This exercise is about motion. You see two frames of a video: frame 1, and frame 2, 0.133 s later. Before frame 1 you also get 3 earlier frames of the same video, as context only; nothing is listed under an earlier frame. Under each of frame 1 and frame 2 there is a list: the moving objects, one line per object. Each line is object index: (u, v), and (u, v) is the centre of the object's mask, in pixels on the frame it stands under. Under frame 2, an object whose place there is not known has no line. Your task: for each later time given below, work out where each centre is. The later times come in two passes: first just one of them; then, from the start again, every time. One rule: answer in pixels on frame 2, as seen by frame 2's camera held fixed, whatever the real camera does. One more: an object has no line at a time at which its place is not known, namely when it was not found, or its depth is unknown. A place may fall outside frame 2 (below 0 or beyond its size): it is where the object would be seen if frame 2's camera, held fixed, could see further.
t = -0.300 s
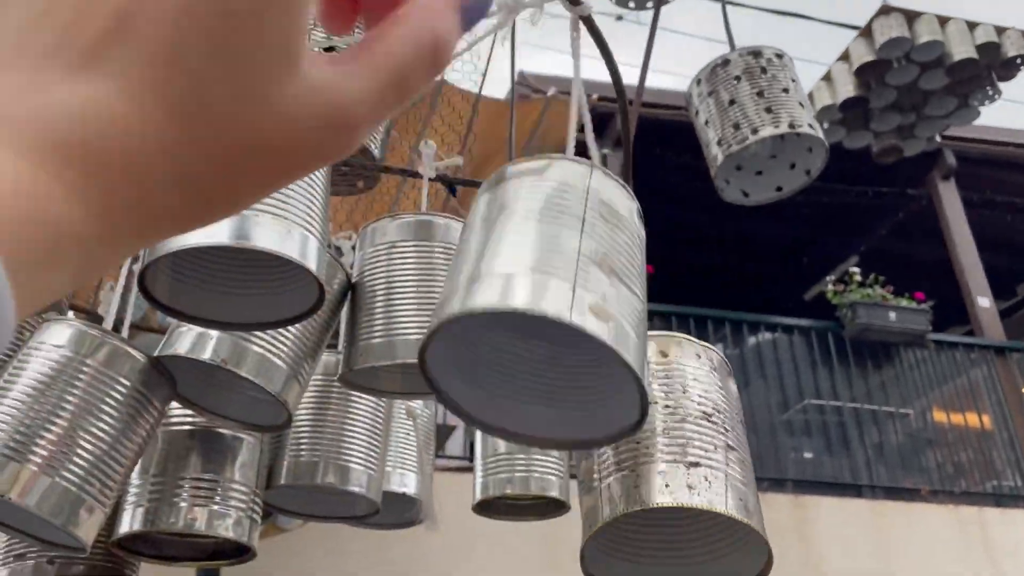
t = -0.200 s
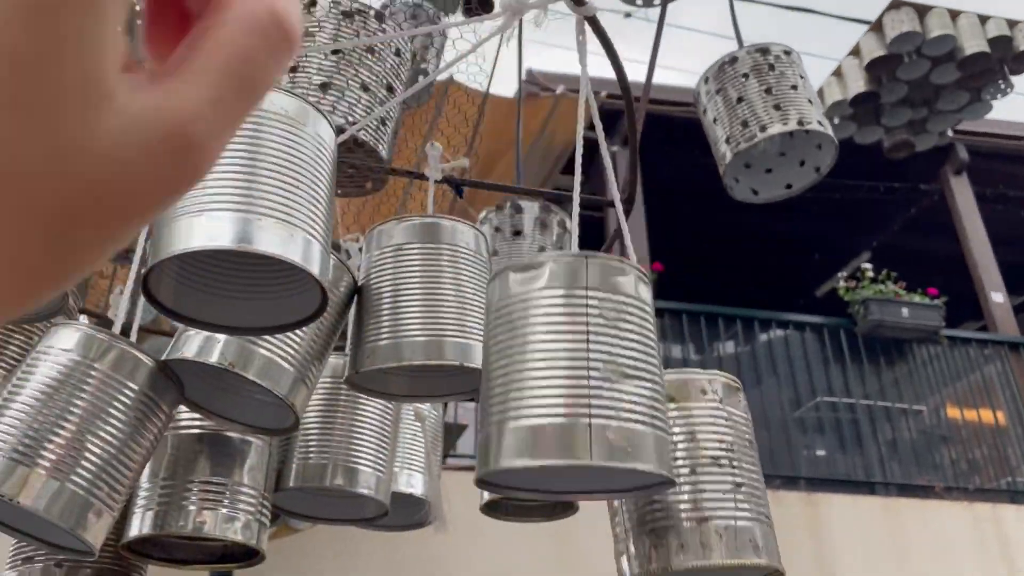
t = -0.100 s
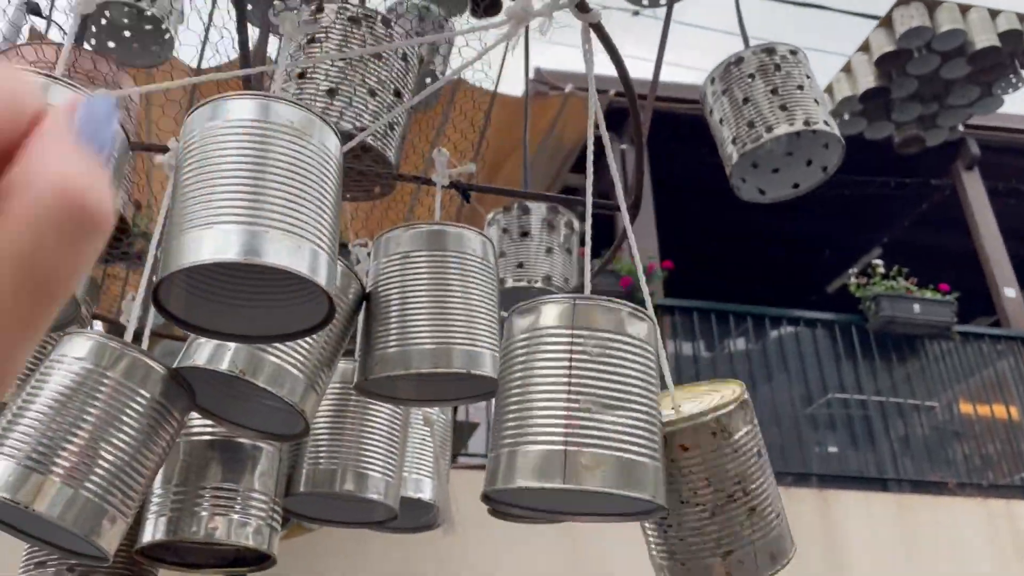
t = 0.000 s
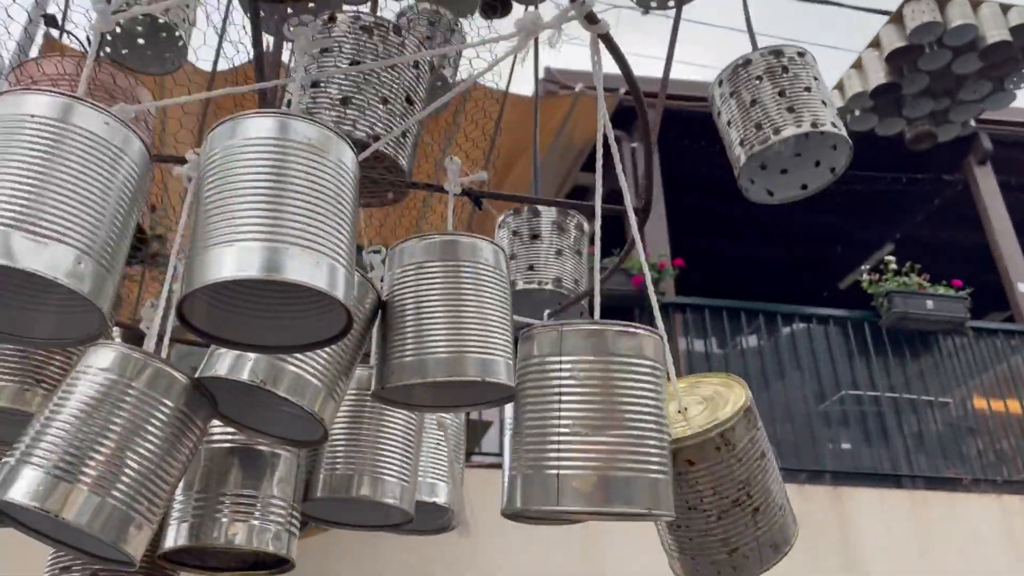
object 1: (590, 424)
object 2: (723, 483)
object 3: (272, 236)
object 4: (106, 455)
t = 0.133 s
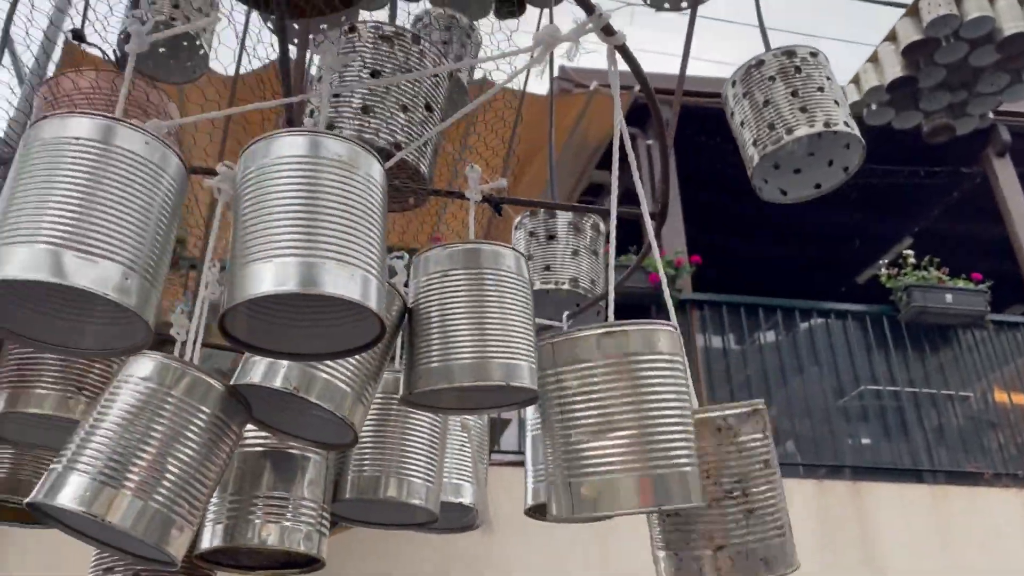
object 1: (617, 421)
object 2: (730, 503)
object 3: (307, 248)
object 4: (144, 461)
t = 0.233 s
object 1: (599, 404)
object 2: (717, 500)
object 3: (309, 249)
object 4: (145, 462)
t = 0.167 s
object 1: (613, 416)
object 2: (725, 502)
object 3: (308, 249)
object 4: (145, 462)
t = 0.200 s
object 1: (608, 412)
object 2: (721, 501)
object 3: (308, 249)
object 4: (145, 462)
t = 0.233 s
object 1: (599, 404)
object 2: (717, 500)
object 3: (309, 249)
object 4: (145, 462)
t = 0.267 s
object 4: (145, 462)
